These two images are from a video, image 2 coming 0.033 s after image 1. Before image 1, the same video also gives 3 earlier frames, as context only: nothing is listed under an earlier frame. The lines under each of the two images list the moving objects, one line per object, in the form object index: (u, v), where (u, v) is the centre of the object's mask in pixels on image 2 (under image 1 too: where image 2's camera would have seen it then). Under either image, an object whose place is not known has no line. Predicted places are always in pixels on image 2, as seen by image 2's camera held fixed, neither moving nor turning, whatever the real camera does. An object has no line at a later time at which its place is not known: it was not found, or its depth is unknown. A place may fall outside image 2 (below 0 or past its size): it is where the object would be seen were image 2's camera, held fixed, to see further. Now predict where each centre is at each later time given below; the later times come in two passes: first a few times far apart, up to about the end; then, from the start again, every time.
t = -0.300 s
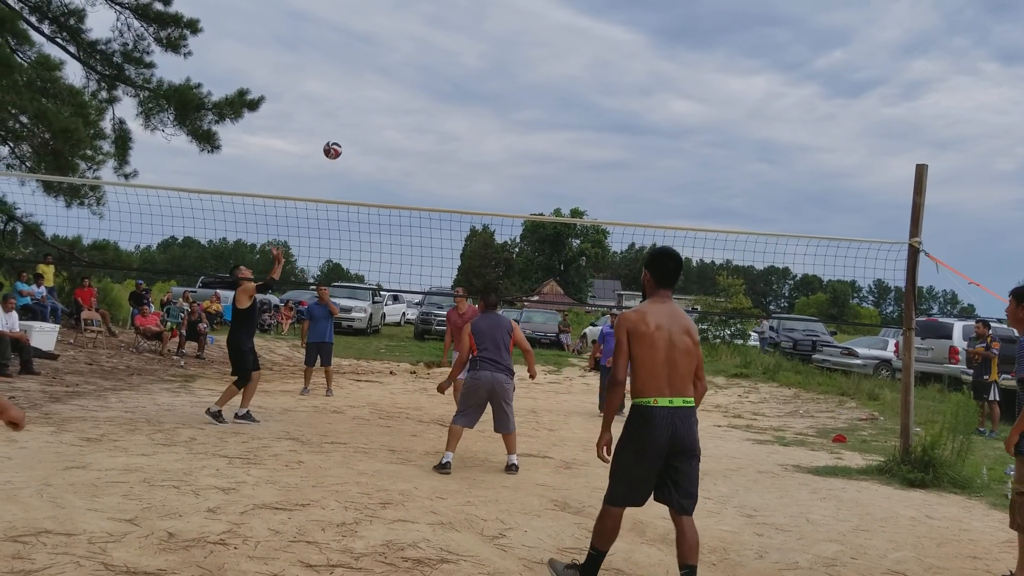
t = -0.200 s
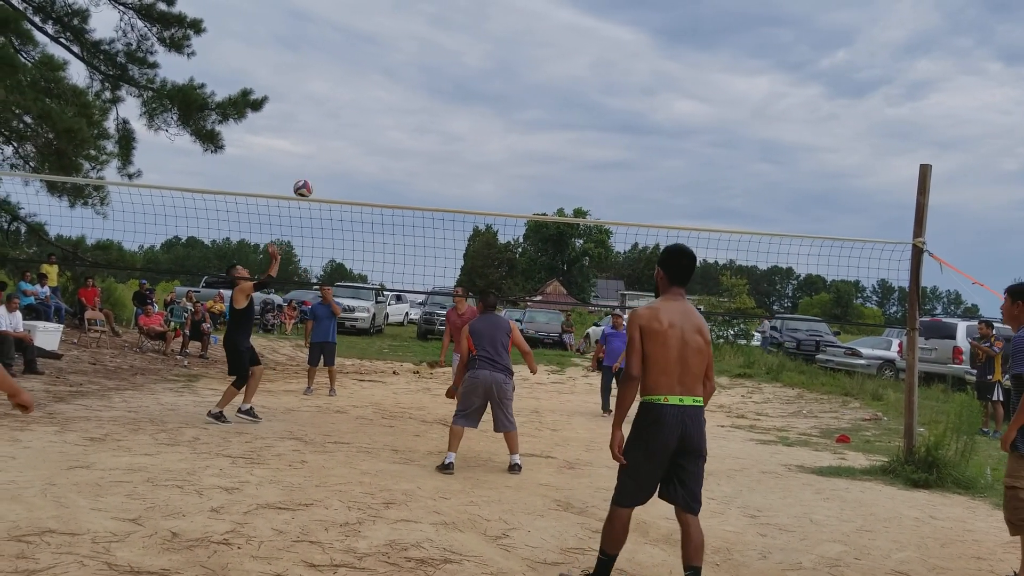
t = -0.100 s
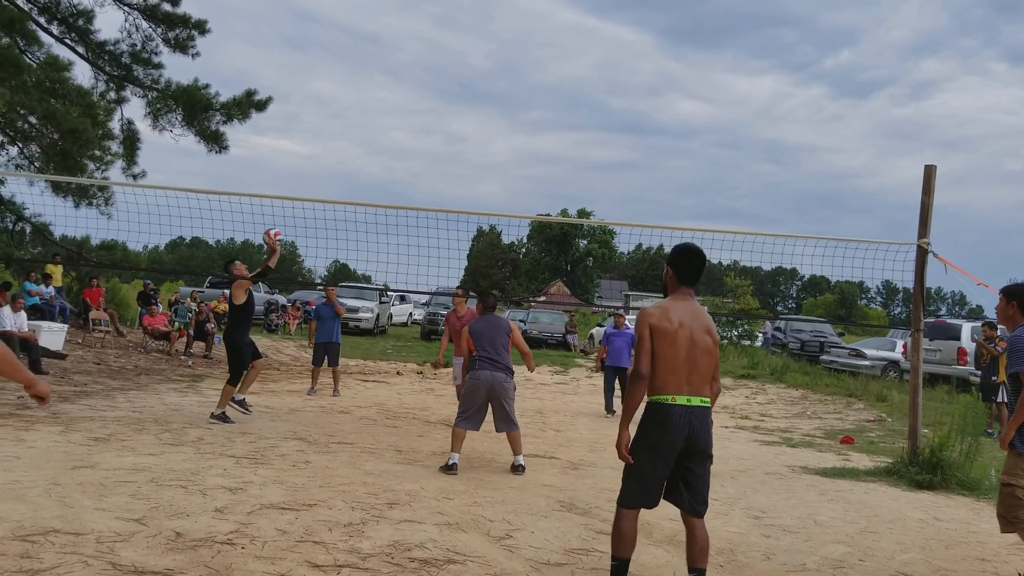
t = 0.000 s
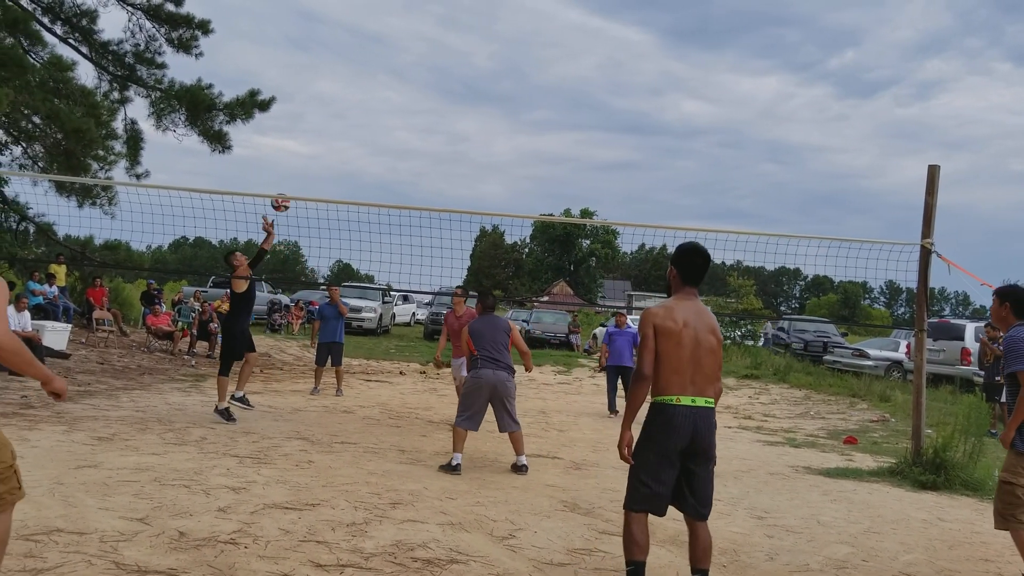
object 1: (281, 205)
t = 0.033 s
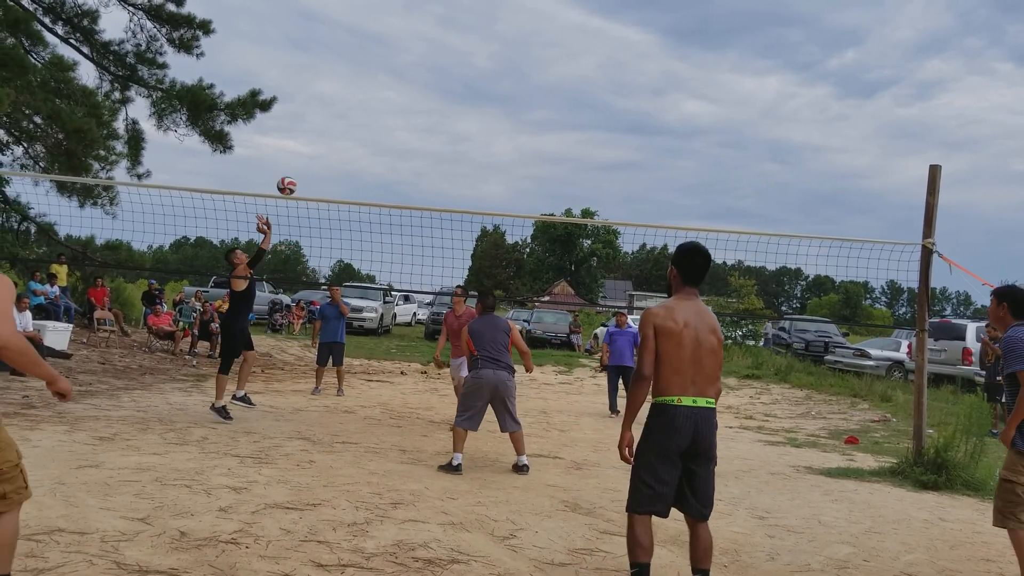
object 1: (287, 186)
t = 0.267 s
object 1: (318, 97)
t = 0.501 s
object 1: (346, 55)
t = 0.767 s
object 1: (375, 64)
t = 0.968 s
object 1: (393, 114)
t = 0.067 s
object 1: (291, 170)
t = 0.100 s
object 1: (296, 156)
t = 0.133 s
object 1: (300, 142)
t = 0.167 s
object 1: (305, 129)
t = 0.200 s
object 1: (309, 118)
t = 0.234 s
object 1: (314, 107)
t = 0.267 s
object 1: (318, 97)
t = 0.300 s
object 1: (322, 88)
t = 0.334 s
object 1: (327, 80)
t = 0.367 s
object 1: (331, 73)
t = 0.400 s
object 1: (335, 67)
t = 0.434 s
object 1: (339, 62)
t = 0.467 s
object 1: (343, 58)
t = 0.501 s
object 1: (346, 55)
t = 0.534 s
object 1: (350, 53)
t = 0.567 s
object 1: (354, 51)
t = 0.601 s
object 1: (357, 51)
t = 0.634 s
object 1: (361, 52)
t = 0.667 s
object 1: (364, 54)
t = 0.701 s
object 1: (368, 56)
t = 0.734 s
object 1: (371, 60)
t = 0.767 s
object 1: (375, 64)
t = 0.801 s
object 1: (378, 70)
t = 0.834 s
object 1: (381, 77)
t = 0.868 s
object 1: (384, 85)
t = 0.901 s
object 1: (387, 94)
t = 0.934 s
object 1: (390, 103)
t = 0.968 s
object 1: (393, 114)
